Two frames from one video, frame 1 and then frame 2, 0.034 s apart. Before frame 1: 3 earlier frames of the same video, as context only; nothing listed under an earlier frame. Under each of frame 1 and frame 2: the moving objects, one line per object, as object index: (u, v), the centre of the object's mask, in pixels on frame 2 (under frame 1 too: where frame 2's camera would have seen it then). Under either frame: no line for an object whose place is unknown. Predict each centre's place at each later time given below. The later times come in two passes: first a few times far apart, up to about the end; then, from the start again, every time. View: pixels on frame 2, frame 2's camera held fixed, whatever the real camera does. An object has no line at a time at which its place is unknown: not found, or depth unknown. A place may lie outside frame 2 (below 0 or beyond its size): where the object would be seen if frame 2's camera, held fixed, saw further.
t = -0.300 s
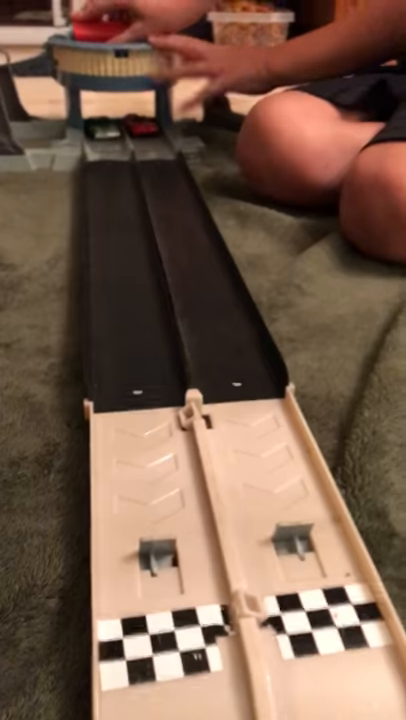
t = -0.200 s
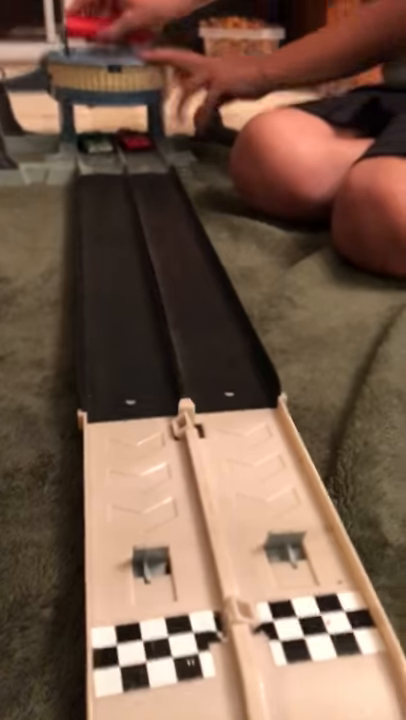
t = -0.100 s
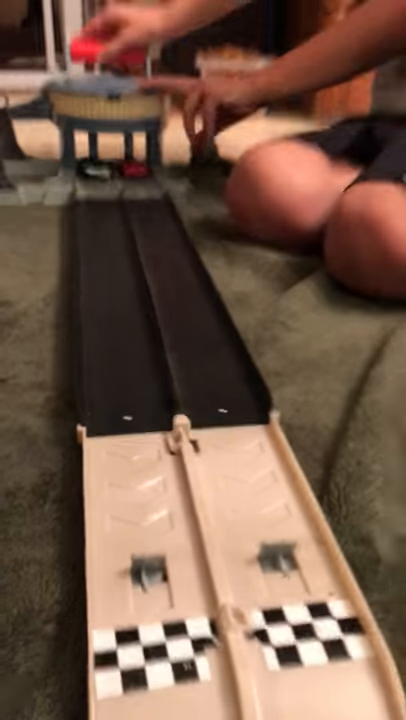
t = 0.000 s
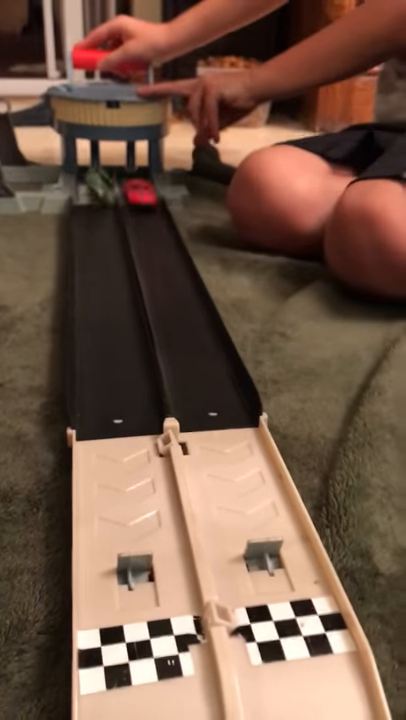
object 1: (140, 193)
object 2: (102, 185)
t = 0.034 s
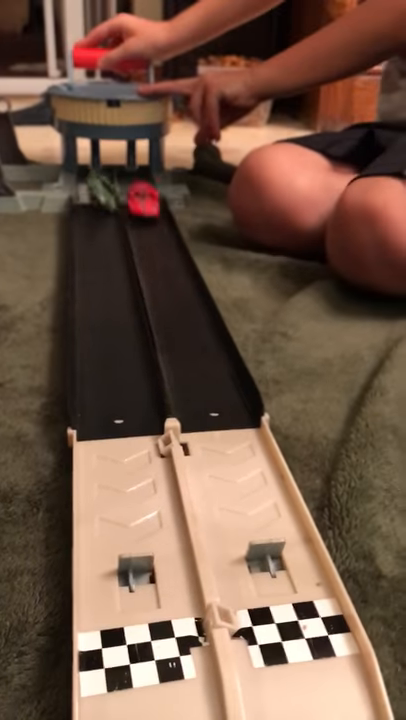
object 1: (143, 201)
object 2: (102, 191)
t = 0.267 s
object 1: (178, 302)
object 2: (111, 266)
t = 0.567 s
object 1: (302, 534)
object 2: (129, 392)
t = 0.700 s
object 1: (359, 593)
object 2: (116, 465)
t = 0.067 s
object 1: (145, 212)
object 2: (103, 199)
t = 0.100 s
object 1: (148, 224)
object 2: (104, 211)
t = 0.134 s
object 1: (152, 237)
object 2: (103, 225)
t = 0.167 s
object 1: (157, 251)
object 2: (102, 234)
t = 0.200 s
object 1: (163, 267)
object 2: (104, 245)
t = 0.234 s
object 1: (170, 283)
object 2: (108, 256)
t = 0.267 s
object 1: (178, 302)
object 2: (111, 266)
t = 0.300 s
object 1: (186, 324)
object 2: (113, 277)
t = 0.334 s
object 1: (194, 347)
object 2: (114, 289)
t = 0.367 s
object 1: (202, 375)
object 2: (116, 302)
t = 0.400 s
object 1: (210, 405)
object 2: (118, 314)
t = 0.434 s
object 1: (220, 442)
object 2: (120, 328)
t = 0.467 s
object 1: (234, 487)
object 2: (122, 343)
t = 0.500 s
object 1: (251, 535)
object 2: (125, 357)
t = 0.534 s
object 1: (277, 531)
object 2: (127, 375)
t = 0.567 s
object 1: (302, 534)
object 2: (129, 392)
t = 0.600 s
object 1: (320, 550)
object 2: (124, 407)
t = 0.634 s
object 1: (340, 577)
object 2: (120, 426)
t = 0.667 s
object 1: (350, 591)
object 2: (117, 446)
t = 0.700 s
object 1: (359, 593)
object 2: (116, 465)
